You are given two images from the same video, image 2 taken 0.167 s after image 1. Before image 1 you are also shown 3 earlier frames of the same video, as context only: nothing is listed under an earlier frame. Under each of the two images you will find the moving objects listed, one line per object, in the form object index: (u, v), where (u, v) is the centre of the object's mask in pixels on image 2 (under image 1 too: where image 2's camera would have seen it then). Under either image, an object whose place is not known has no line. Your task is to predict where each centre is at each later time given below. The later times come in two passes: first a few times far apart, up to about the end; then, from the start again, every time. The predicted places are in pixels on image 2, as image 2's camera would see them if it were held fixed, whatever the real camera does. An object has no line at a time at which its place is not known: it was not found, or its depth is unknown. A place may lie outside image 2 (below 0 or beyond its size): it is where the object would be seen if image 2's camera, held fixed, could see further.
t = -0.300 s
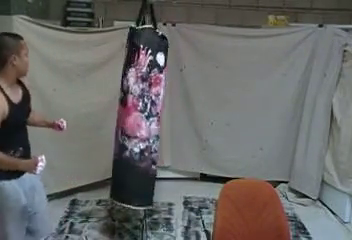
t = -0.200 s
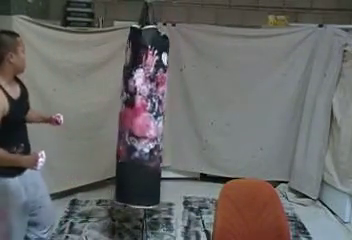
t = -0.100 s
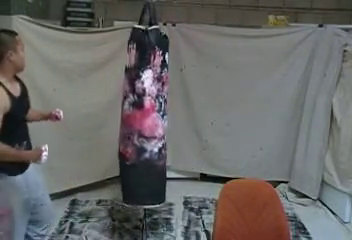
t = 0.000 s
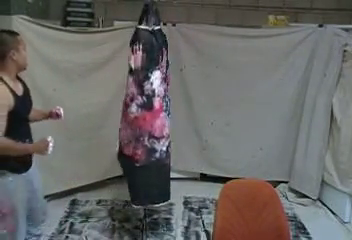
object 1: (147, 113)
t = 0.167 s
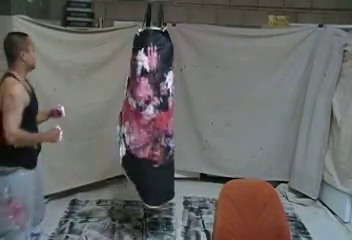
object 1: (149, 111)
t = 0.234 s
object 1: (151, 111)
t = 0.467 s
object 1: (161, 107)
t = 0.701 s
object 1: (169, 107)
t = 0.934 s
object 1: (176, 111)
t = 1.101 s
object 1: (183, 110)
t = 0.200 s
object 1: (150, 111)
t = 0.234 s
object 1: (151, 111)
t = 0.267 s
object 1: (152, 110)
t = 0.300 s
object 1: (153, 110)
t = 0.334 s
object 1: (155, 110)
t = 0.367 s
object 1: (156, 109)
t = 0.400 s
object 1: (158, 109)
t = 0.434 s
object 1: (159, 108)
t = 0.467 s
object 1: (161, 107)
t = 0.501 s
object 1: (163, 108)
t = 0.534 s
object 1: (164, 108)
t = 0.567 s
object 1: (166, 108)
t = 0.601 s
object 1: (166, 107)
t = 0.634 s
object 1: (167, 107)
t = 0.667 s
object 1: (168, 107)
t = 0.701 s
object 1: (169, 107)
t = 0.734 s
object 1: (170, 108)
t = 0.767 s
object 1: (171, 108)
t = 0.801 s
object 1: (171, 108)
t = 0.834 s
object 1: (172, 109)
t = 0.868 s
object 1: (173, 110)
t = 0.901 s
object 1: (175, 111)
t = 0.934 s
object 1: (176, 111)
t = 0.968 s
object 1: (178, 111)
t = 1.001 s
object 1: (179, 111)
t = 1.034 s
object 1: (181, 111)
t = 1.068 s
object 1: (181, 111)
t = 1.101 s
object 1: (183, 110)
